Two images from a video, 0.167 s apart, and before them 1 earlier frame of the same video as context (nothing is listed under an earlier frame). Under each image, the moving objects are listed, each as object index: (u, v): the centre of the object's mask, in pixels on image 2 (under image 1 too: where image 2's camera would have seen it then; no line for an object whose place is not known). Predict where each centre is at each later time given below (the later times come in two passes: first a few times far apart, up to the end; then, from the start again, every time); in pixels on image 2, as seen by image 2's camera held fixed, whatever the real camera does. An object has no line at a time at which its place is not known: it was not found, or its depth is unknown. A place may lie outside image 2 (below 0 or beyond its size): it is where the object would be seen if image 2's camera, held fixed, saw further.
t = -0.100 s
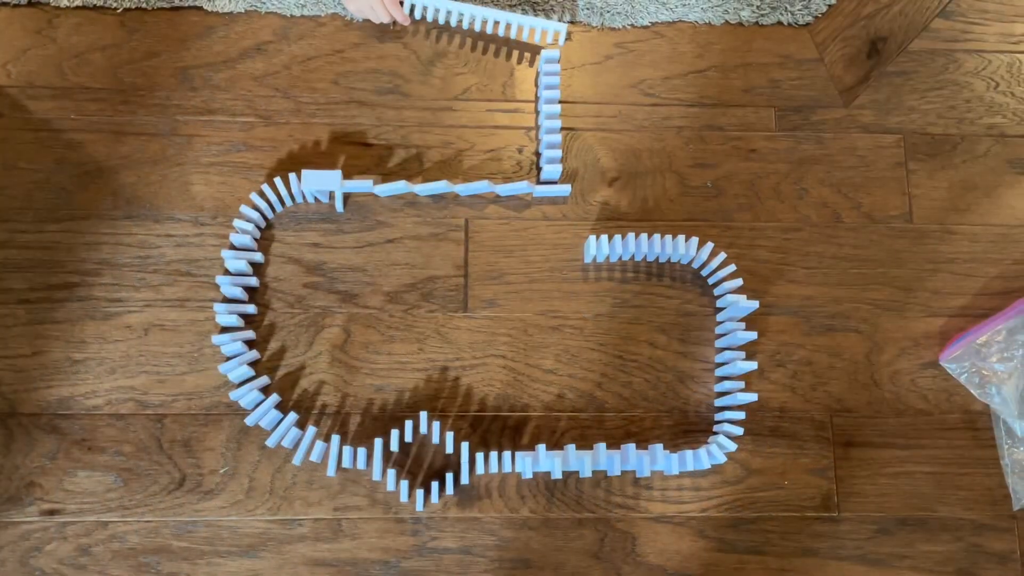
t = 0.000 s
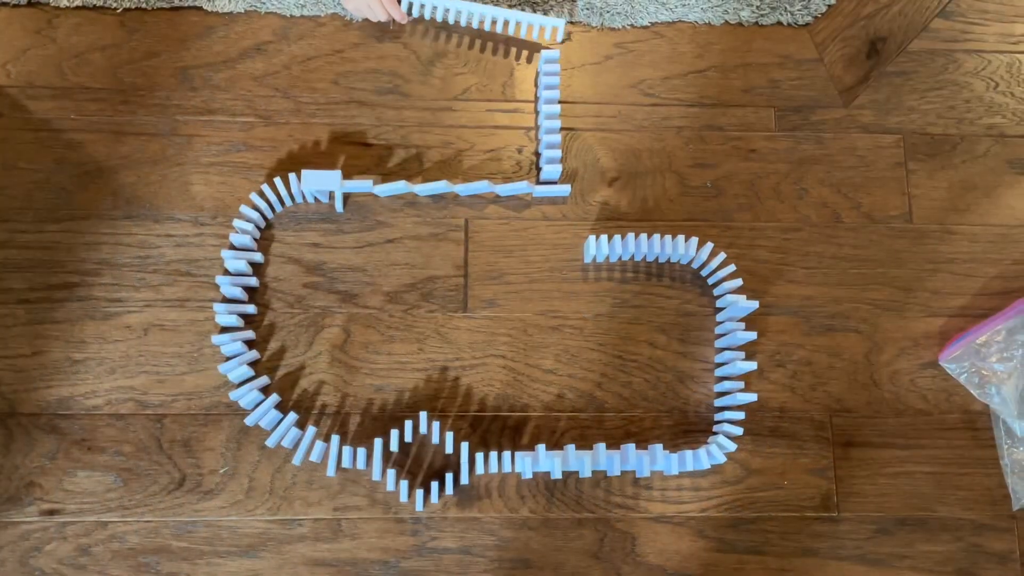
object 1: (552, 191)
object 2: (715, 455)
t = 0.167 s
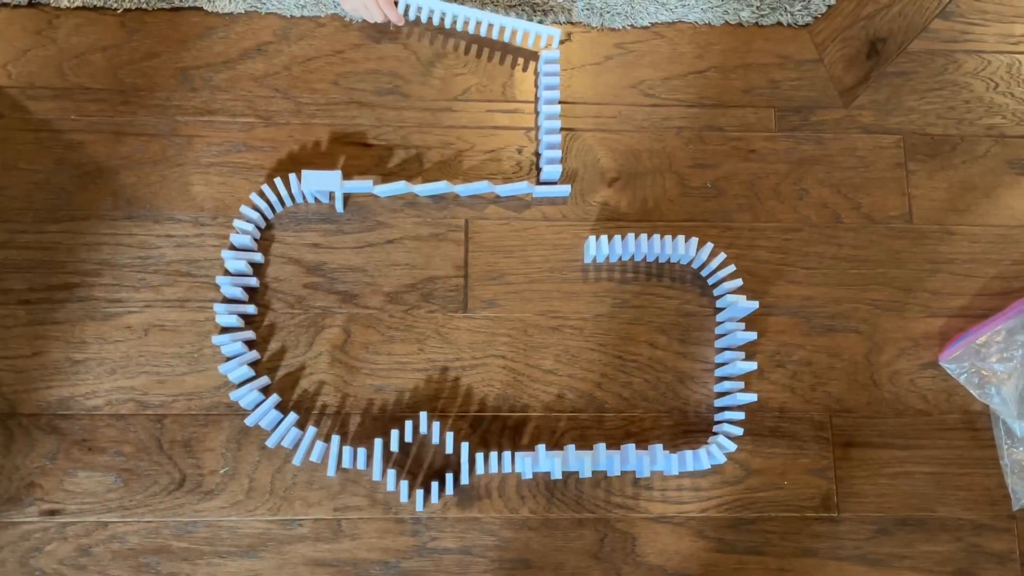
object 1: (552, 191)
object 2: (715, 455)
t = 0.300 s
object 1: (552, 191)
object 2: (715, 455)
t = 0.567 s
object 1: (552, 191)
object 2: (715, 455)
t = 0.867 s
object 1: (554, 214)
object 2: (715, 454)
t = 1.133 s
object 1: (555, 218)
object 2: (715, 454)
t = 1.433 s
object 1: (555, 217)
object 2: (715, 454)
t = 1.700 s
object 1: (555, 217)
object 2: (715, 454)
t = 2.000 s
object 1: (555, 218)
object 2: (715, 455)
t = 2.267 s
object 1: (555, 218)
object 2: (715, 455)
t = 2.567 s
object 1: (555, 218)
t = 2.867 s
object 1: (556, 218)
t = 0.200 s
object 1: (552, 191)
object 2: (715, 455)
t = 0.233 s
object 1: (552, 191)
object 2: (715, 455)
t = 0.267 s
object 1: (552, 191)
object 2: (715, 455)
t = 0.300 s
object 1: (552, 191)
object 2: (715, 455)
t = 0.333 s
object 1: (552, 191)
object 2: (715, 455)
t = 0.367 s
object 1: (552, 191)
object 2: (715, 455)
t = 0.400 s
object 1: (552, 191)
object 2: (715, 455)
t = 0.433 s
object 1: (552, 191)
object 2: (715, 455)
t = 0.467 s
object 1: (552, 191)
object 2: (715, 455)
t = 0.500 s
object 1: (552, 191)
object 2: (715, 455)
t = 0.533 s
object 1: (552, 191)
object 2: (715, 455)
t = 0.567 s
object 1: (552, 191)
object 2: (715, 455)
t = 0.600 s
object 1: (552, 191)
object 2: (715, 455)
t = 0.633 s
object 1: (553, 201)
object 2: (715, 455)
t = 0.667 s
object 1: (553, 209)
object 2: (715, 455)
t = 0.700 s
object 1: (554, 213)
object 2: (715, 455)
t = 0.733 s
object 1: (554, 216)
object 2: (715, 454)
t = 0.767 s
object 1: (554, 216)
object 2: (715, 454)
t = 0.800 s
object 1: (555, 217)
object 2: (715, 454)
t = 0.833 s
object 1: (554, 214)
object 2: (715, 454)
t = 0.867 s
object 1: (554, 214)
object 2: (715, 454)
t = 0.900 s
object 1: (554, 214)
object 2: (715, 454)
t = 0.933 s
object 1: (554, 214)
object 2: (715, 454)
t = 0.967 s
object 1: (554, 214)
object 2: (715, 454)
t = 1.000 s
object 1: (554, 213)
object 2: (715, 455)
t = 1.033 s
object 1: (555, 217)
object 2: (715, 454)
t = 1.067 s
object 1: (555, 217)
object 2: (715, 454)
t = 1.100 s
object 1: (555, 218)
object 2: (715, 454)
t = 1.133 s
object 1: (555, 218)
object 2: (715, 454)
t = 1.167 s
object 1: (555, 218)
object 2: (715, 454)
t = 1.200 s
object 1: (555, 218)
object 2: (715, 454)
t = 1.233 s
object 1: (555, 218)
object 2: (715, 454)
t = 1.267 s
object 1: (555, 218)
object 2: (715, 454)
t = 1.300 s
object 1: (555, 217)
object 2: (715, 454)
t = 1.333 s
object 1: (555, 217)
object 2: (715, 454)
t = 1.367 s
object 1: (555, 217)
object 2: (715, 454)
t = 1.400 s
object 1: (555, 218)
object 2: (715, 454)
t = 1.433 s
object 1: (555, 217)
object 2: (715, 454)
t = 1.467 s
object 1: (555, 217)
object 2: (715, 454)
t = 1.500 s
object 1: (555, 217)
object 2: (715, 454)
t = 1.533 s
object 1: (555, 218)
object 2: (715, 454)
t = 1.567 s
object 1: (555, 218)
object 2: (715, 454)
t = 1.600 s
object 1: (555, 218)
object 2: (715, 455)
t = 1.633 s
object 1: (555, 218)
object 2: (715, 454)
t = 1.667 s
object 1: (555, 217)
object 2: (715, 454)
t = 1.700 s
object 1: (555, 217)
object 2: (715, 454)
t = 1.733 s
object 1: (555, 217)
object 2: (715, 454)
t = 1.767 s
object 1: (555, 217)
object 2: (715, 454)
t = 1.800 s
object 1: (555, 218)
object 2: (715, 454)
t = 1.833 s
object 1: (555, 218)
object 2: (715, 454)
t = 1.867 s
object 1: (555, 218)
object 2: (715, 454)
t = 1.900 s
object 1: (555, 218)
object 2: (715, 454)
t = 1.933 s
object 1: (555, 218)
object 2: (715, 454)
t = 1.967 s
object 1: (555, 218)
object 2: (715, 455)
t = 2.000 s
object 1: (555, 218)
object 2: (715, 455)
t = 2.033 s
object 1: (555, 218)
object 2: (715, 454)
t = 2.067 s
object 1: (555, 218)
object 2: (715, 454)
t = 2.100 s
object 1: (555, 218)
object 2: (715, 454)
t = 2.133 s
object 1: (555, 218)
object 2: (715, 454)
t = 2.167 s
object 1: (555, 218)
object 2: (715, 455)
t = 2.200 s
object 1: (555, 218)
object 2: (715, 455)
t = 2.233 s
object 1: (555, 218)
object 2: (715, 455)
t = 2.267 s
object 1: (555, 218)
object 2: (715, 455)
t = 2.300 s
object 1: (556, 218)
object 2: (715, 454)
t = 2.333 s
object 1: (556, 218)
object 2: (715, 455)
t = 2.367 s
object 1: (556, 218)
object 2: (715, 454)
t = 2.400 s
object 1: (555, 218)
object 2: (719, 452)
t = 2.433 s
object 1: (555, 218)
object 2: (727, 448)
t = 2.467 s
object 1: (555, 218)
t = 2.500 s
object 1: (555, 218)
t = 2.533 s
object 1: (555, 218)
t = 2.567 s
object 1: (555, 218)
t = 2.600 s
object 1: (555, 218)
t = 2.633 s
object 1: (555, 218)
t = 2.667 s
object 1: (555, 218)
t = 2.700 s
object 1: (555, 218)
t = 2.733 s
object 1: (555, 218)
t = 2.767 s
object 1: (555, 218)
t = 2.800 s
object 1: (555, 218)
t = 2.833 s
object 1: (556, 218)
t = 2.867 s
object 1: (556, 218)
